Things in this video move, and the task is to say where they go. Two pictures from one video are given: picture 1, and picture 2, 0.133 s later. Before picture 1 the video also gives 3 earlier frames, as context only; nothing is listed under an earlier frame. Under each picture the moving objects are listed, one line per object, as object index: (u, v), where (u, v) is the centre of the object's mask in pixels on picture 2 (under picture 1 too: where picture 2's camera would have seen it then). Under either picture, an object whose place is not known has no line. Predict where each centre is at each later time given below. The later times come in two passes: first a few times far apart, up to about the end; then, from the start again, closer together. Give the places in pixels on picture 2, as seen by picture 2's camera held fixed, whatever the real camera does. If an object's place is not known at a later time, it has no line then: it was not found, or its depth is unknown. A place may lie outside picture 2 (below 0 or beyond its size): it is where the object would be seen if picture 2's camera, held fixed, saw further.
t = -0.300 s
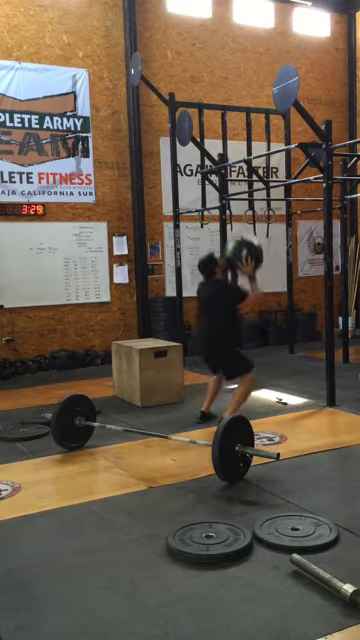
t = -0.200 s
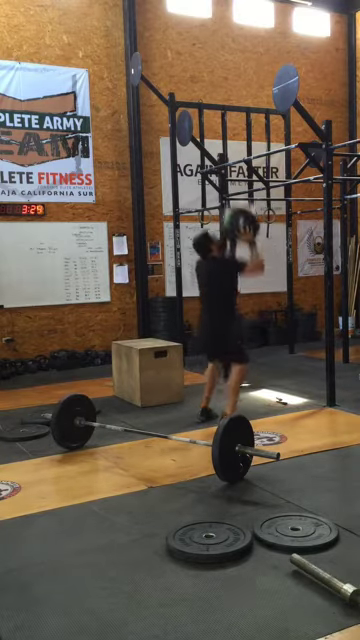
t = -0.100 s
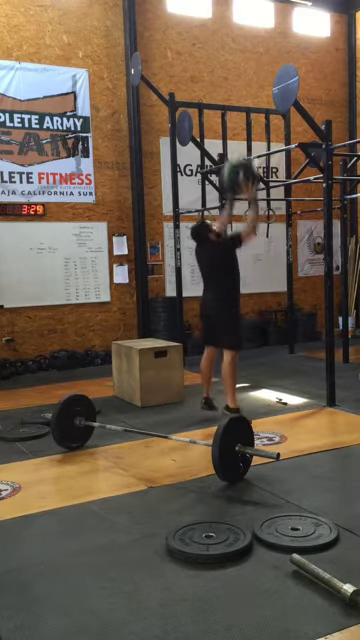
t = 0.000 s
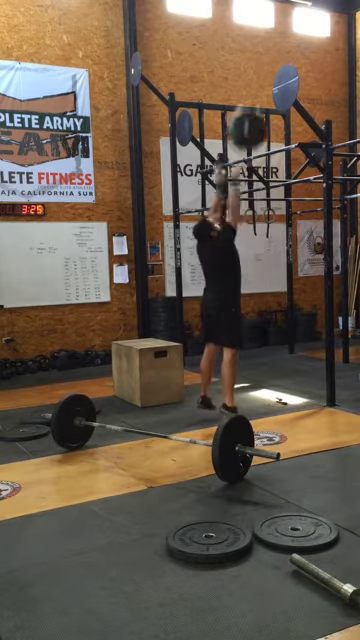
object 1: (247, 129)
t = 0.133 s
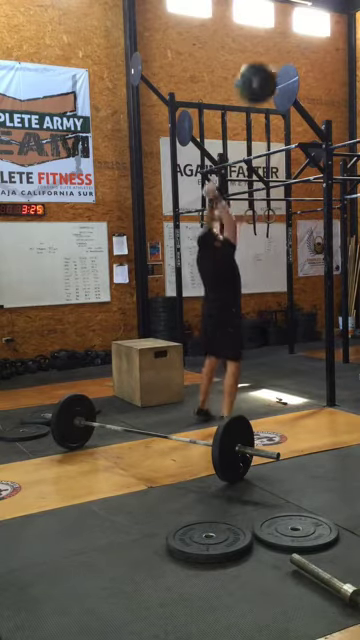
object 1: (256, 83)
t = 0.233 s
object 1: (264, 61)
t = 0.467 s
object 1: (273, 51)
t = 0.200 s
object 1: (261, 67)
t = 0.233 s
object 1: (264, 61)
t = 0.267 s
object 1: (266, 57)
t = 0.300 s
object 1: (269, 54)
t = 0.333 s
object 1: (271, 52)
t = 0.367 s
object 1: (273, 52)
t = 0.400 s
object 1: (274, 52)
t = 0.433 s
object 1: (274, 52)
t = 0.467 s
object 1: (273, 51)
